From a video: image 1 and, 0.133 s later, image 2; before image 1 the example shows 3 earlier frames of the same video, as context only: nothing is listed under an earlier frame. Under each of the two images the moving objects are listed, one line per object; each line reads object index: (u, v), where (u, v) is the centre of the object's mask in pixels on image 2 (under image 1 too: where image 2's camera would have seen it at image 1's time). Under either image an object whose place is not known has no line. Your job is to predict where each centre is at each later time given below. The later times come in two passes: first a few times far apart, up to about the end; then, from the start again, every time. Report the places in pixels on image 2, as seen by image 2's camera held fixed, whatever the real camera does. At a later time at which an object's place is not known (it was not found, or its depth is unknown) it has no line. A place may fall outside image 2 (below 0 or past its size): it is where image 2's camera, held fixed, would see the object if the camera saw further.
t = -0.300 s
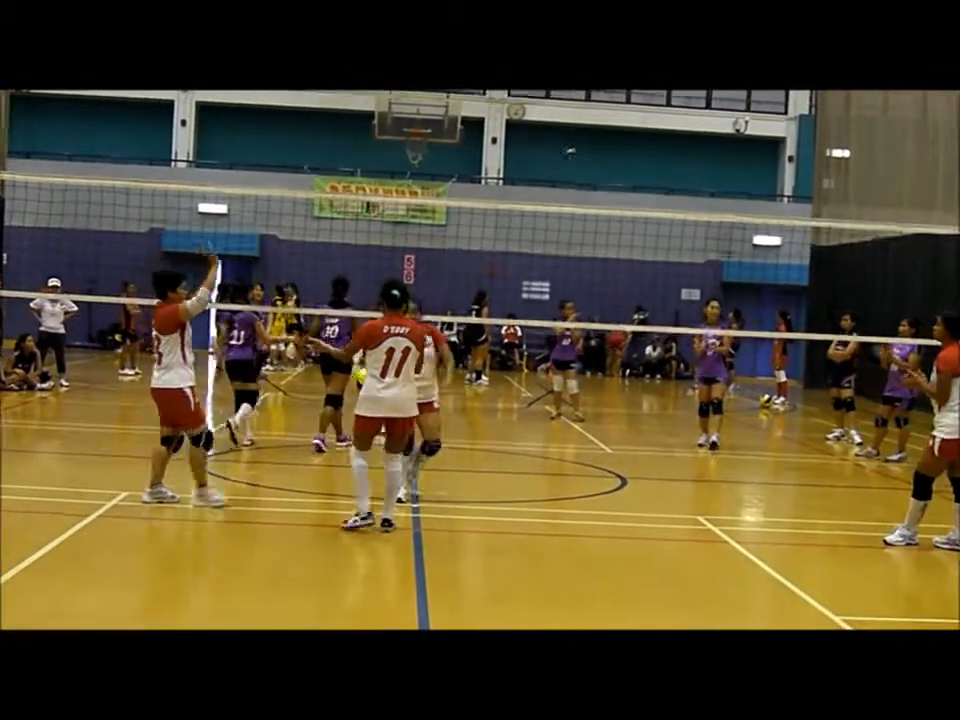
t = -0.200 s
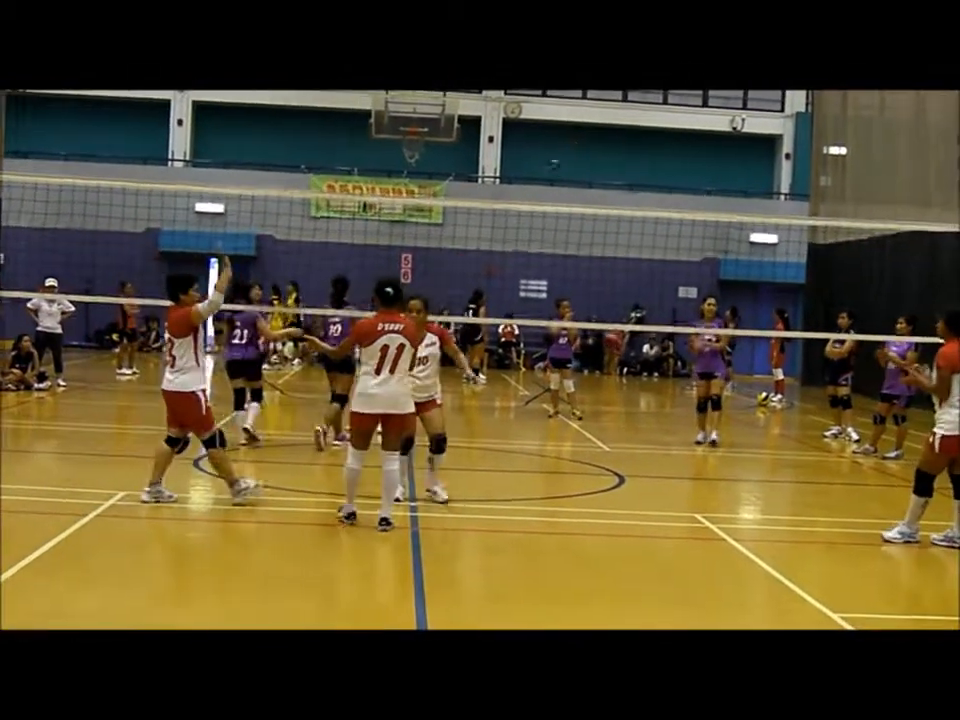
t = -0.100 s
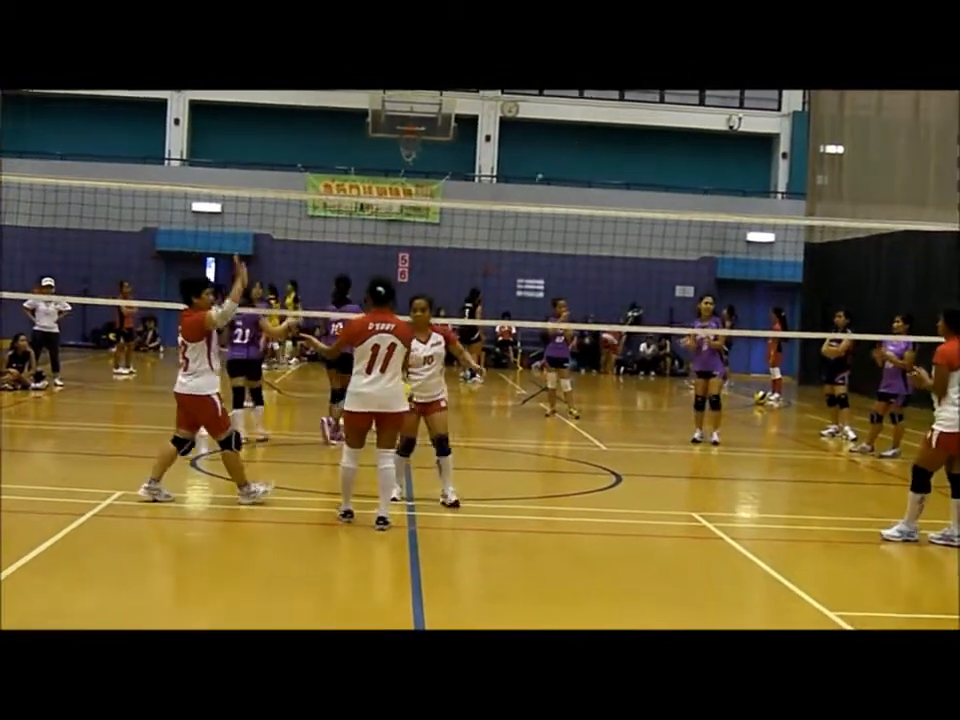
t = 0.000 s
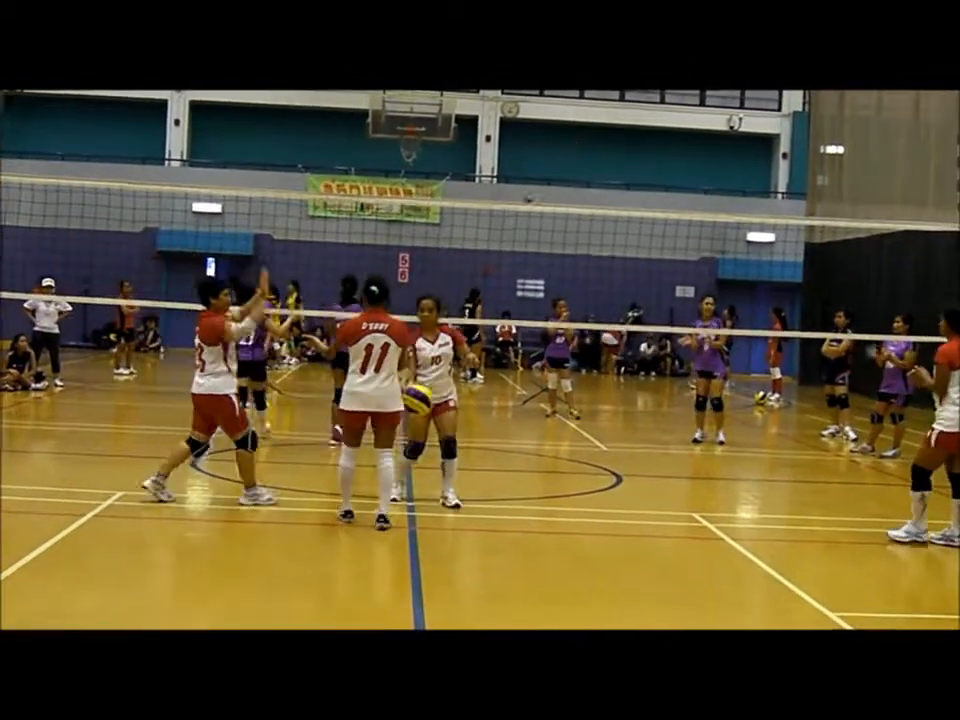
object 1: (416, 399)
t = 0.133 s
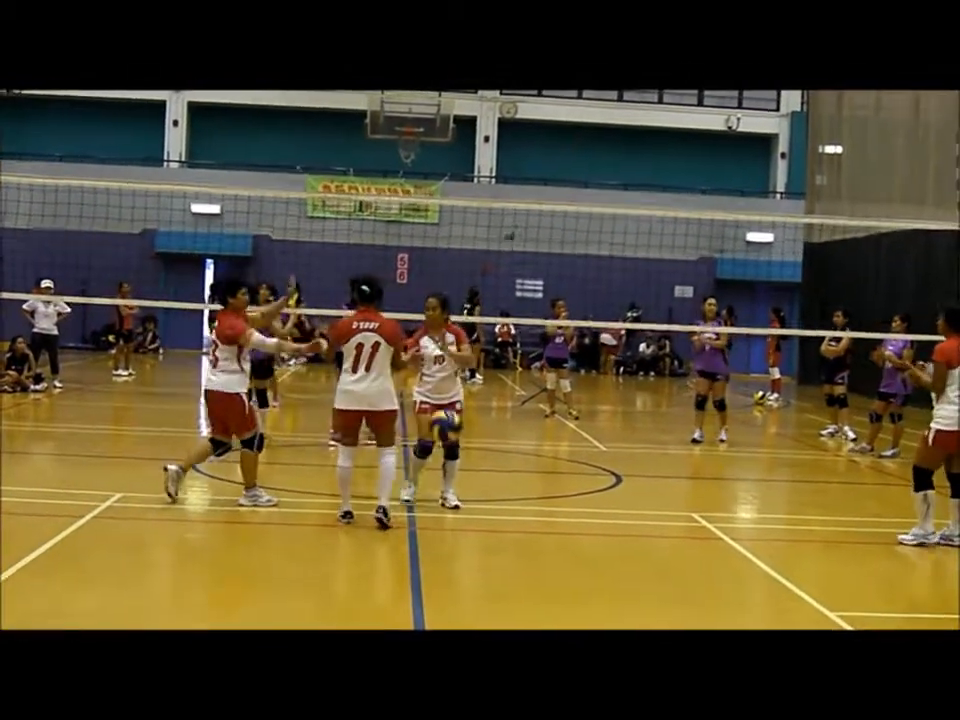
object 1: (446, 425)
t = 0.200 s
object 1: (459, 449)
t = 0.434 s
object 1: (508, 497)
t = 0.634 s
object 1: (548, 462)
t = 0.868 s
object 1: (595, 511)
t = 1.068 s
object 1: (640, 556)
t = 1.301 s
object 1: (708, 542)
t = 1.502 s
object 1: (768, 621)
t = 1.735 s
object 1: (860, 606)
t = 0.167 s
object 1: (452, 435)
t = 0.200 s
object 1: (459, 449)
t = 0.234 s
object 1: (466, 466)
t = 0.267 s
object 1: (474, 483)
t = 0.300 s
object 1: (481, 502)
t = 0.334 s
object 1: (489, 525)
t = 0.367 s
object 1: (496, 525)
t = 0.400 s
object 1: (501, 510)
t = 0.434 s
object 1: (508, 497)
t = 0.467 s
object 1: (515, 488)
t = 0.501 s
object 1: (522, 478)
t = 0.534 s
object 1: (529, 472)
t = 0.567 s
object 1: (536, 466)
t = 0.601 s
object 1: (542, 463)
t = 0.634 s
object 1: (548, 462)
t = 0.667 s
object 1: (554, 462)
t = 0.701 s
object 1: (561, 463)
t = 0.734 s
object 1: (568, 469)
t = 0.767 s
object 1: (575, 476)
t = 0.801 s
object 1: (581, 485)
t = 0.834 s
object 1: (588, 497)
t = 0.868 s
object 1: (595, 511)
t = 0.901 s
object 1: (601, 527)
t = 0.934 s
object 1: (608, 547)
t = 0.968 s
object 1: (613, 566)
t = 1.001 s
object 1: (621, 580)
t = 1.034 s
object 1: (631, 568)
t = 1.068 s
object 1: (640, 556)
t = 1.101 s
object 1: (649, 548)
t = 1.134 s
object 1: (660, 541)
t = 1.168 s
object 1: (670, 537)
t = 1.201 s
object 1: (679, 536)
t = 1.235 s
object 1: (688, 536)
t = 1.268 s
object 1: (698, 537)
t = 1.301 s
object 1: (708, 542)
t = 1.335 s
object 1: (719, 551)
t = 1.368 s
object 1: (728, 560)
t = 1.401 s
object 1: (738, 574)
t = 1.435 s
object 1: (748, 590)
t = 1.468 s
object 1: (759, 609)
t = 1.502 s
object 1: (768, 621)
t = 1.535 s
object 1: (780, 625)
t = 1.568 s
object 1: (792, 619)
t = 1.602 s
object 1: (806, 614)
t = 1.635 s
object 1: (820, 610)
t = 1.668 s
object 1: (833, 605)
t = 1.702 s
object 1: (846, 604)
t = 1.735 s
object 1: (860, 606)
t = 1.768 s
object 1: (874, 610)
